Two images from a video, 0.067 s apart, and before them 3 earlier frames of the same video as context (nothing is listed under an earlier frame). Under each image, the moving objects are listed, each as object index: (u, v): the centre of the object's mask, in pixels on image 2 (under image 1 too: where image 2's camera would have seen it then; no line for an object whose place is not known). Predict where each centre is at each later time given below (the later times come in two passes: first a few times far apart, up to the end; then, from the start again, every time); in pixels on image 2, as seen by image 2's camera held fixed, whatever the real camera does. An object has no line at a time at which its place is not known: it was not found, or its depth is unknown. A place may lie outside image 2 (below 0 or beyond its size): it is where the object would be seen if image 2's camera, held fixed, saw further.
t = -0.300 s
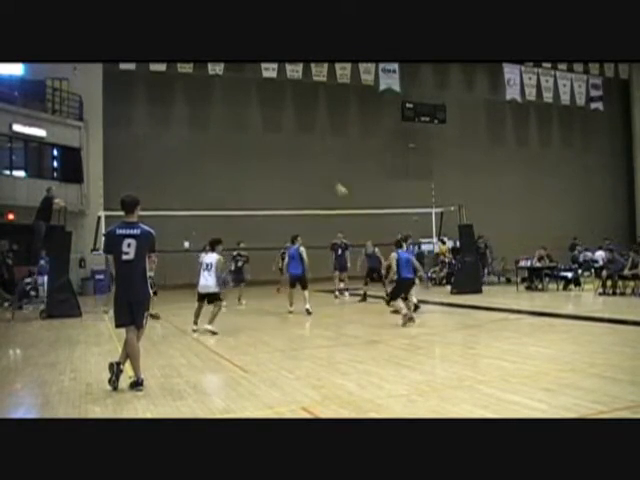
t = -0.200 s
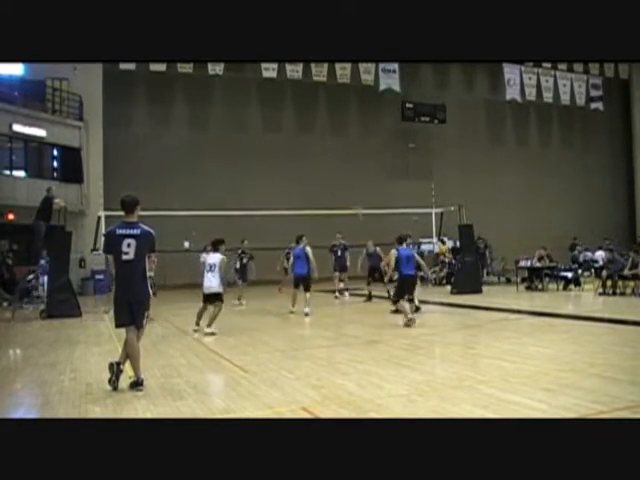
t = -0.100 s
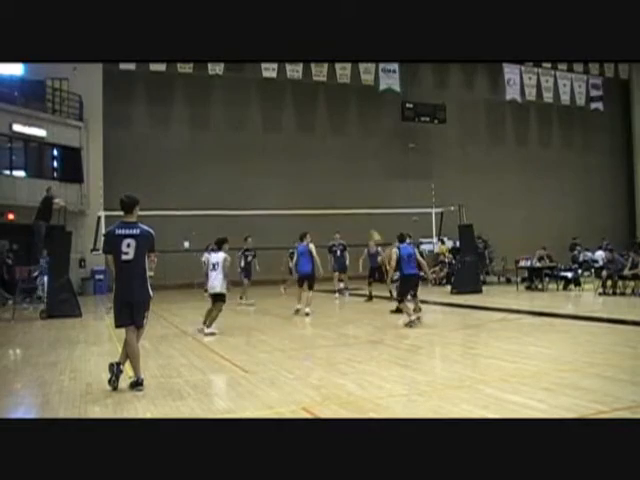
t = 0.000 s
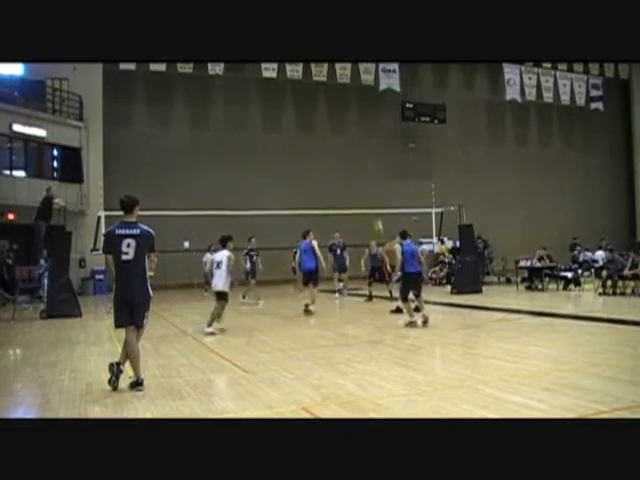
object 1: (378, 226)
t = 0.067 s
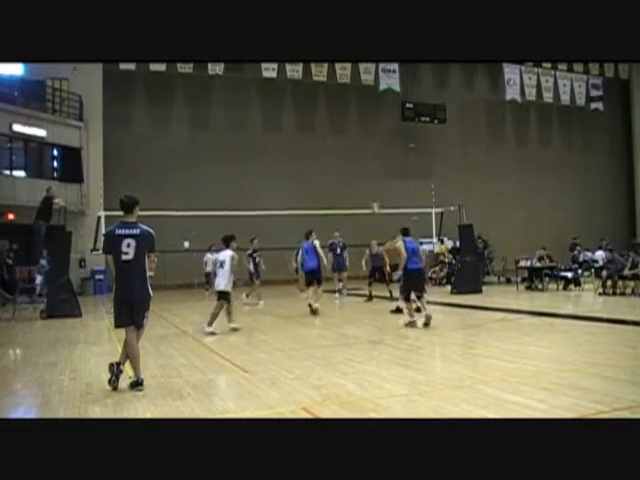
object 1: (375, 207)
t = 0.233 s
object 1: (367, 176)
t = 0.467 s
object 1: (359, 156)
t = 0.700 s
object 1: (351, 156)
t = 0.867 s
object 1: (347, 171)
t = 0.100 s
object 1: (374, 199)
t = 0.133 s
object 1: (373, 193)
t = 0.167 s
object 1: (371, 187)
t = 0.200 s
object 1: (369, 181)
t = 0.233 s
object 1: (367, 176)
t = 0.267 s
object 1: (366, 171)
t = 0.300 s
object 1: (365, 167)
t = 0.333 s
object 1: (364, 164)
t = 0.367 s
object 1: (362, 161)
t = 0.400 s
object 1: (361, 159)
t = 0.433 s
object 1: (359, 157)
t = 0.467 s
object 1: (359, 156)
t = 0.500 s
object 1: (357, 154)
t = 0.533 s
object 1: (357, 154)
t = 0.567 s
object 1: (356, 154)
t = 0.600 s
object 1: (354, 154)
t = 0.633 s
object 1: (353, 155)
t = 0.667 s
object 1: (352, 155)
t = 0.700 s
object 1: (351, 156)
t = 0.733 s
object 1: (351, 159)
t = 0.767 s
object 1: (350, 161)
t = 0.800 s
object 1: (349, 164)
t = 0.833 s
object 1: (347, 167)
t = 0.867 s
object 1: (347, 171)
